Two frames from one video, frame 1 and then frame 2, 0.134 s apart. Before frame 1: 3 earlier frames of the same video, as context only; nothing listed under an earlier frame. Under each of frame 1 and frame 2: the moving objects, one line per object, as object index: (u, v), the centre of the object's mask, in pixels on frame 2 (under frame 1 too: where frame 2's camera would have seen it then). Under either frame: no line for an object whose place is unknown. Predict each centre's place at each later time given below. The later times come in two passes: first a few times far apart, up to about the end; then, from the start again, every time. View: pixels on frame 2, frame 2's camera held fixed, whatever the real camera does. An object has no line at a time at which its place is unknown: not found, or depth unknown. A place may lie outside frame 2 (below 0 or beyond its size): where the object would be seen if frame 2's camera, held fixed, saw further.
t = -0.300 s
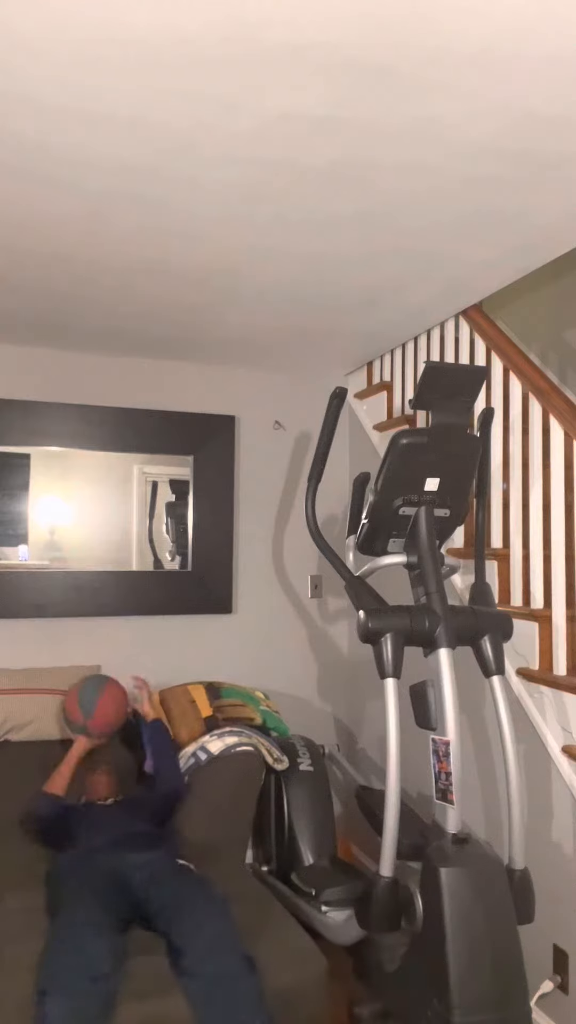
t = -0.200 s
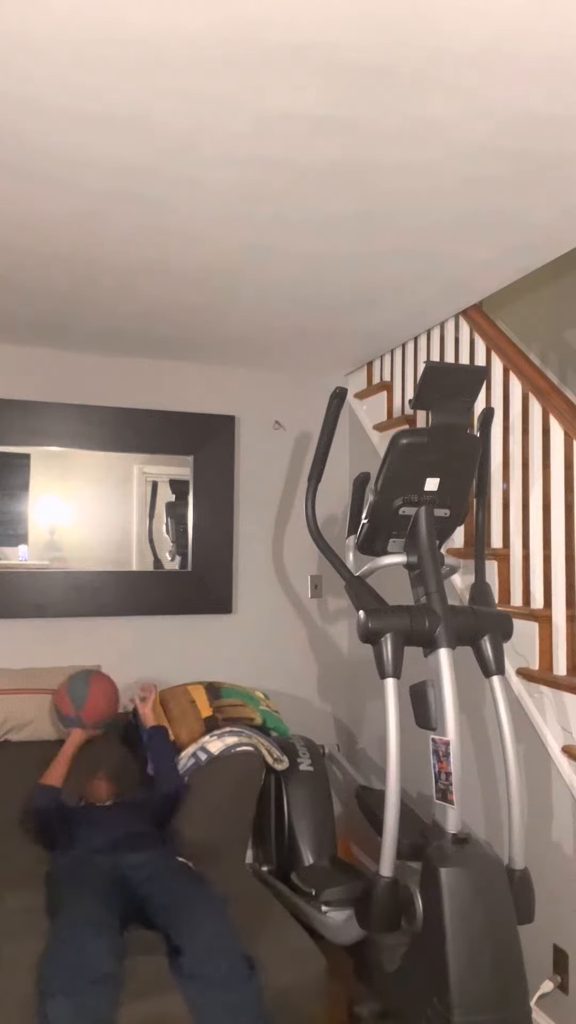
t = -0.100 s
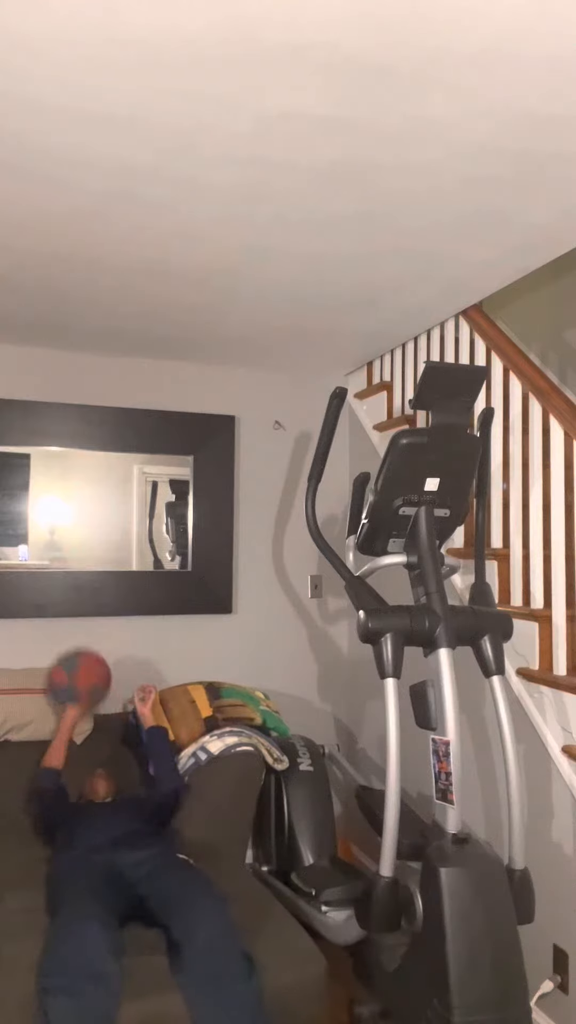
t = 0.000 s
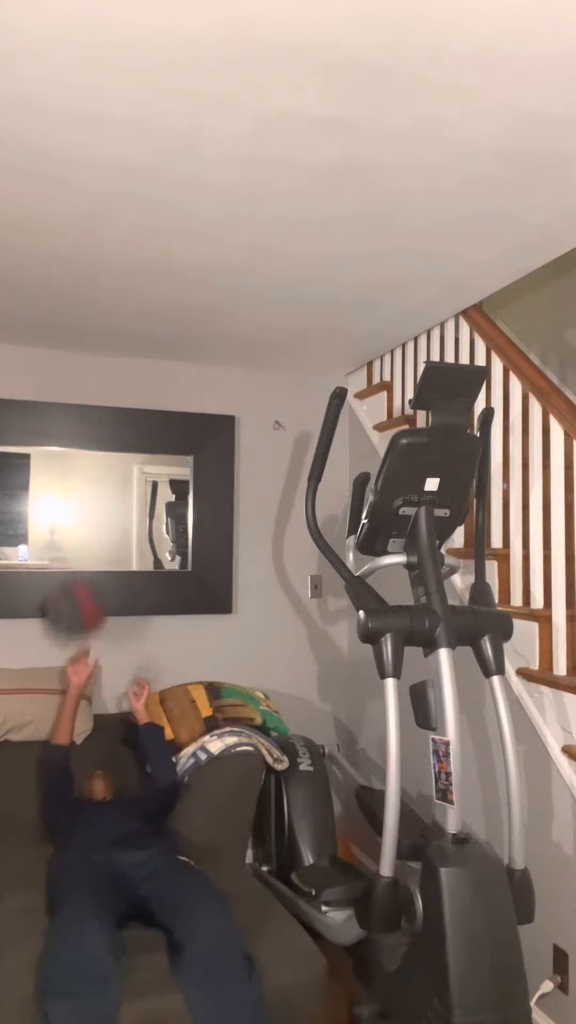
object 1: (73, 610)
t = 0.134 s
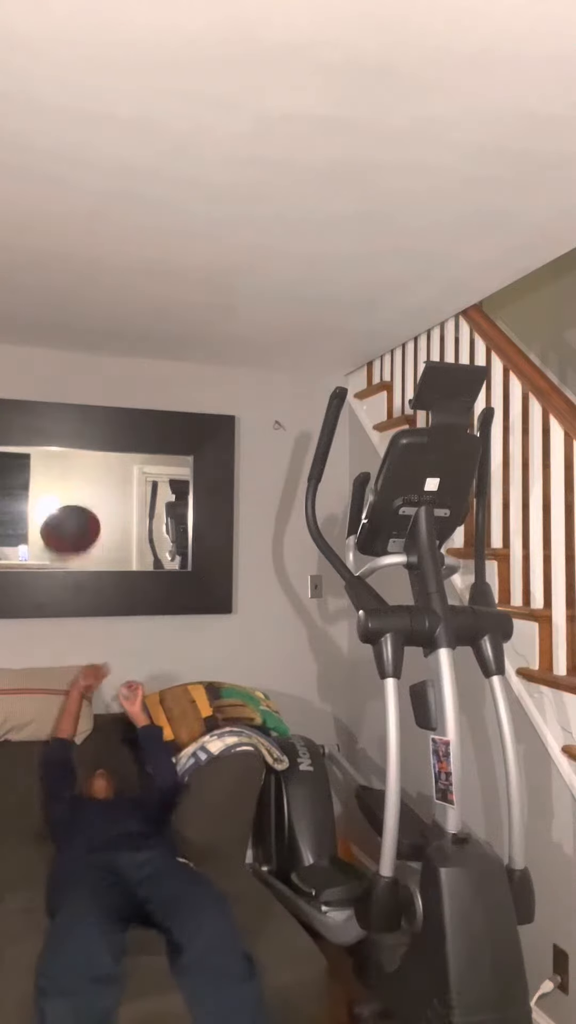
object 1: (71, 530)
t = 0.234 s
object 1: (66, 500)
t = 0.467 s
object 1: (61, 501)
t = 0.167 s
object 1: (69, 517)
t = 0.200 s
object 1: (67, 507)
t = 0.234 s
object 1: (66, 500)
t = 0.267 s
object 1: (65, 494)
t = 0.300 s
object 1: (64, 489)
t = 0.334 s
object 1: (64, 487)
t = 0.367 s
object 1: (63, 487)
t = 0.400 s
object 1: (63, 489)
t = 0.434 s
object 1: (62, 494)
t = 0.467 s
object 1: (61, 501)
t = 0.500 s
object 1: (61, 511)
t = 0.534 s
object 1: (60, 525)
